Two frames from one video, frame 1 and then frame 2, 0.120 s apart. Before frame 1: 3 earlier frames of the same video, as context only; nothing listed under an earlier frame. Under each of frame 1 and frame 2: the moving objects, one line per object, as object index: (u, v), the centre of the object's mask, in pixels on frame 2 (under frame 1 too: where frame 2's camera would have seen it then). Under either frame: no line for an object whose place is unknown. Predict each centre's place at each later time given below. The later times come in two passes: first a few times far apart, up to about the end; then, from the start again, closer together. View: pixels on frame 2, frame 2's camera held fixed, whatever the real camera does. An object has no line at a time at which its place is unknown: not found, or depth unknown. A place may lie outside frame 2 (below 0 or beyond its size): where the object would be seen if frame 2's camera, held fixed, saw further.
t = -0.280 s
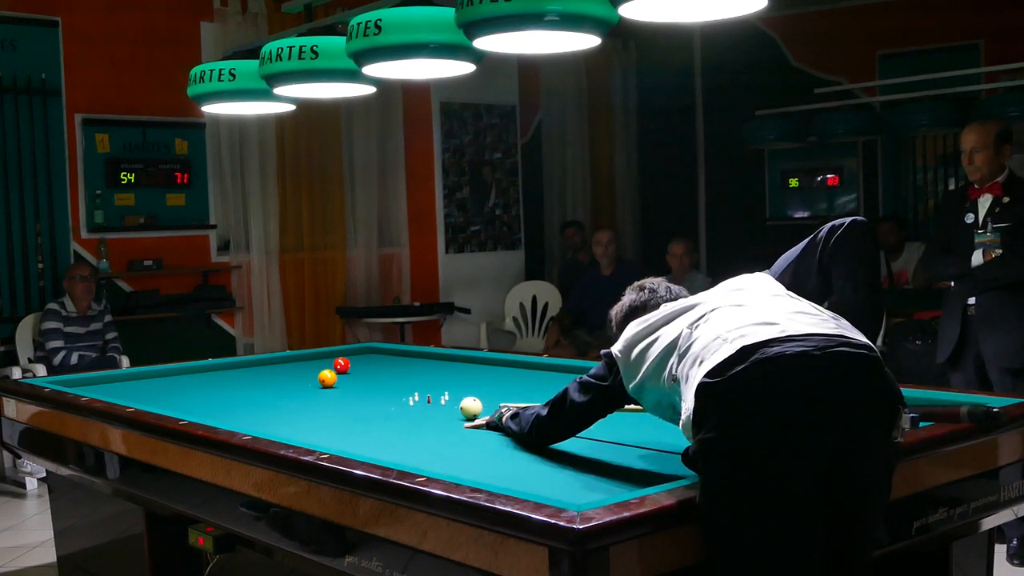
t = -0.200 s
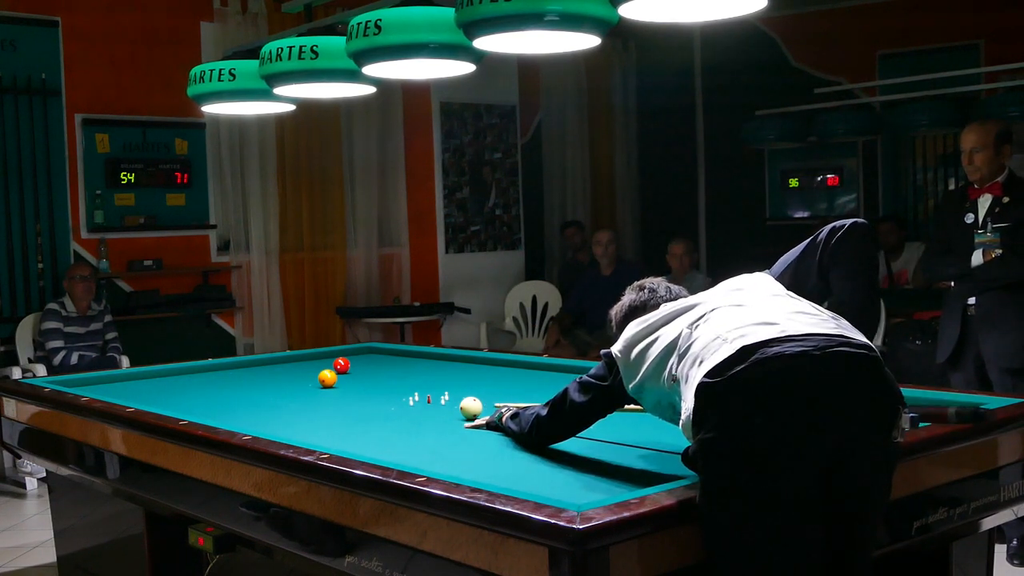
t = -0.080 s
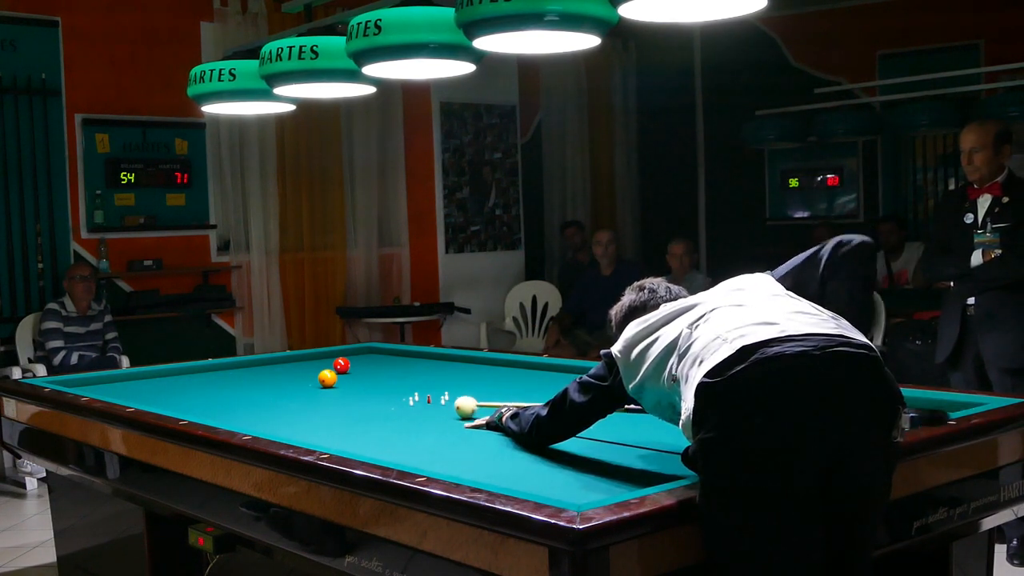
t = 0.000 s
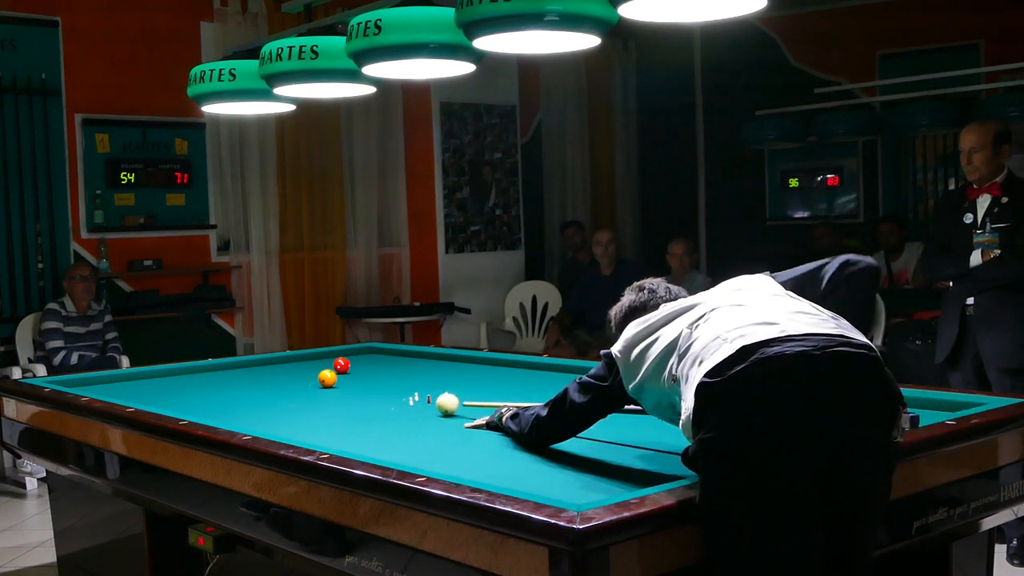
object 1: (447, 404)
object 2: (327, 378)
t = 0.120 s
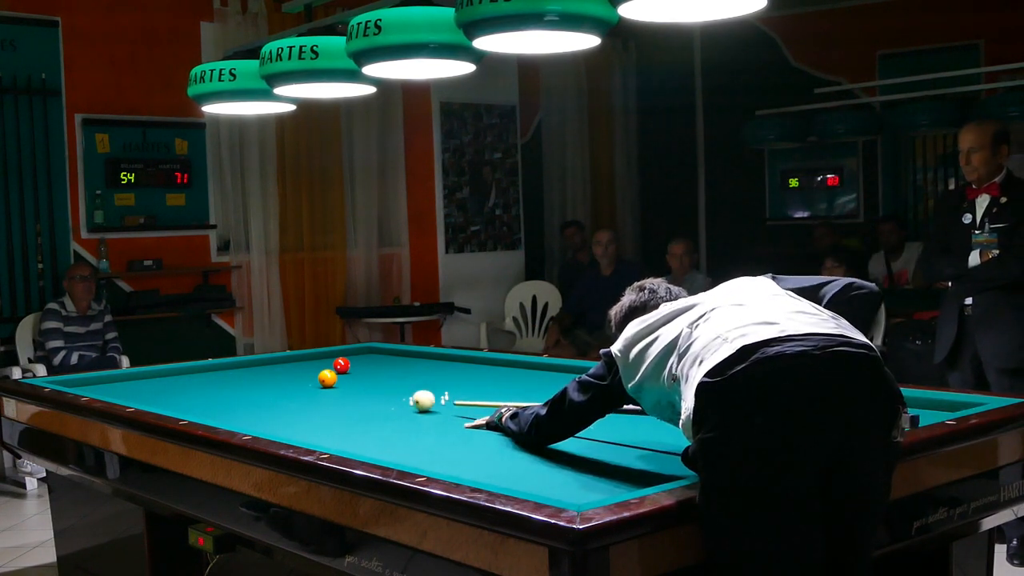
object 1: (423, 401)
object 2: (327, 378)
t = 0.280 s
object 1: (394, 396)
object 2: (327, 378)
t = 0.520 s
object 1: (353, 390)
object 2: (327, 378)
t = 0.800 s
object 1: (311, 383)
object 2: (328, 378)
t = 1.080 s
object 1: (273, 378)
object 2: (327, 378)
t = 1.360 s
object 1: (239, 373)
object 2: (327, 378)
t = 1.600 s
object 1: (213, 369)
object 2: (327, 378)
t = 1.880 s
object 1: (208, 367)
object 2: (327, 378)
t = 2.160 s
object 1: (231, 369)
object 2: (327, 378)
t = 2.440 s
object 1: (254, 371)
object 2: (327, 378)
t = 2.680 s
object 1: (274, 372)
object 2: (327, 378)
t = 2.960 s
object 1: (297, 374)
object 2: (327, 378)
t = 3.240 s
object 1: (317, 374)
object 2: (327, 378)
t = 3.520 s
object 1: (341, 373)
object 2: (332, 380)
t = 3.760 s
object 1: (353, 375)
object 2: (337, 381)
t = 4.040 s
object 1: (366, 375)
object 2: (343, 383)
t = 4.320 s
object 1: (380, 374)
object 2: (348, 385)
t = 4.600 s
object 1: (393, 374)
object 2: (353, 386)
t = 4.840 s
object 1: (403, 373)
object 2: (357, 388)
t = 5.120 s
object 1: (414, 373)
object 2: (361, 389)
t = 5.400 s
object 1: (424, 373)
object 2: (365, 391)
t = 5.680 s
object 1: (432, 372)
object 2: (369, 392)
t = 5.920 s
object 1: (439, 372)
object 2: (372, 393)
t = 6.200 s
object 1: (446, 372)
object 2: (375, 394)
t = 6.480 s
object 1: (451, 371)
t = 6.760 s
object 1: (453, 373)
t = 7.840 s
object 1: (465, 371)
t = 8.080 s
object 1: (465, 371)
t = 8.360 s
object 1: (465, 371)
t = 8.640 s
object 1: (465, 371)
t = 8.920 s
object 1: (465, 371)
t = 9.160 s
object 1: (465, 371)
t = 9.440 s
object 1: (465, 371)
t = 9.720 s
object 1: (465, 371)
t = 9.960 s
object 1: (463, 371)
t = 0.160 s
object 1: (416, 399)
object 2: (327, 378)
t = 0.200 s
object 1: (408, 398)
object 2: (327, 378)
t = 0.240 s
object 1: (401, 397)
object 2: (327, 378)
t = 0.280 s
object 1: (394, 396)
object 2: (327, 378)
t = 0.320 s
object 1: (386, 395)
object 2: (327, 378)
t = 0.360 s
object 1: (379, 394)
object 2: (327, 378)
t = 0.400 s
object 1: (373, 393)
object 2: (327, 378)
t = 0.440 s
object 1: (366, 392)
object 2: (327, 378)
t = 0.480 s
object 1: (359, 391)
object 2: (327, 378)
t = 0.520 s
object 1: (353, 390)
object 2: (327, 378)
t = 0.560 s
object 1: (346, 389)
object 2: (327, 378)
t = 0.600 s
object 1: (340, 388)
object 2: (327, 378)
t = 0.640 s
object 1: (334, 387)
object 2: (326, 376)
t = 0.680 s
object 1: (328, 386)
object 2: (327, 374)
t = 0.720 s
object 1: (322, 385)
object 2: (329, 375)
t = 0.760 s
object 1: (316, 384)
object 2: (329, 377)
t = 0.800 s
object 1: (311, 383)
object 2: (328, 378)
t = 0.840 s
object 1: (305, 382)
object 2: (327, 378)
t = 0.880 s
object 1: (299, 382)
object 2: (327, 378)
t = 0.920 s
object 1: (294, 381)
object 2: (327, 378)
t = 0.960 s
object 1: (289, 380)
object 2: (327, 378)
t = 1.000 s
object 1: (283, 379)
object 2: (327, 378)
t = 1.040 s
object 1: (278, 378)
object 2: (327, 378)
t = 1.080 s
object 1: (273, 378)
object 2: (327, 378)
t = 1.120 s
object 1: (268, 377)
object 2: (327, 378)
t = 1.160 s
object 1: (263, 376)
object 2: (327, 378)
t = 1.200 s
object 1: (258, 375)
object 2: (327, 378)
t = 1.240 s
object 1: (253, 375)
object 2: (327, 378)
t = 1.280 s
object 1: (249, 374)
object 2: (327, 378)
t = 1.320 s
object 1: (244, 373)
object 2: (327, 378)
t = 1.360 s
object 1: (239, 373)
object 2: (327, 378)
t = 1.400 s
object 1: (235, 372)
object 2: (327, 378)
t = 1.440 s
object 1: (231, 371)
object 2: (327, 378)
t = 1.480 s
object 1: (226, 371)
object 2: (327, 378)
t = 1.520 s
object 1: (222, 370)
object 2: (327, 378)
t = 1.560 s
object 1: (217, 370)
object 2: (327, 378)
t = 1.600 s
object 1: (213, 369)
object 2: (327, 378)
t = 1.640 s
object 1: (209, 368)
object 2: (327, 378)
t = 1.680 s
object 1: (205, 367)
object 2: (327, 378)
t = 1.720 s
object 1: (201, 367)
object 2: (327, 378)
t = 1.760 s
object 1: (197, 367)
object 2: (327, 378)
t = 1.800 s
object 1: (200, 366)
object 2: (327, 378)
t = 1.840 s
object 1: (204, 367)
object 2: (327, 378)
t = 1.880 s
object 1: (208, 367)
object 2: (327, 378)
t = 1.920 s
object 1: (211, 367)
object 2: (327, 378)
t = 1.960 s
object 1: (214, 368)
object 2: (327, 378)
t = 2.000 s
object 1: (218, 368)
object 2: (327, 378)
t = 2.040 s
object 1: (221, 368)
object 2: (327, 378)
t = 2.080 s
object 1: (224, 369)
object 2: (327, 378)
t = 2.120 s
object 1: (228, 369)
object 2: (327, 378)
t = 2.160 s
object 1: (231, 369)
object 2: (327, 378)
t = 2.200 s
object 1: (234, 369)
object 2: (327, 378)
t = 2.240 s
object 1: (238, 369)
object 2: (327, 378)
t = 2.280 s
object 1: (241, 370)
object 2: (327, 378)
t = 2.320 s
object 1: (244, 370)
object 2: (327, 378)
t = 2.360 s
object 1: (248, 370)
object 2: (327, 378)
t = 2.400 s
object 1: (251, 370)
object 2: (327, 378)
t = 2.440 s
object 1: (254, 371)
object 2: (327, 378)
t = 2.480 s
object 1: (257, 371)
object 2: (327, 378)
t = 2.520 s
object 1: (261, 371)
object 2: (327, 378)
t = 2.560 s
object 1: (264, 371)
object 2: (327, 378)
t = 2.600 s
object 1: (267, 372)
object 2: (327, 378)
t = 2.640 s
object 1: (271, 372)
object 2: (327, 378)
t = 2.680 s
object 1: (274, 372)
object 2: (327, 378)
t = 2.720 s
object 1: (277, 372)
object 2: (327, 378)
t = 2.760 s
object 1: (281, 373)
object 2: (327, 378)
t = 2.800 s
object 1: (284, 373)
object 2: (327, 378)
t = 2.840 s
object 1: (287, 373)
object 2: (327, 378)
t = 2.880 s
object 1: (291, 374)
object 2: (327, 378)
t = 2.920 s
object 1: (294, 374)
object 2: (327, 378)
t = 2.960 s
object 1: (297, 374)
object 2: (327, 378)
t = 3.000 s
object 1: (301, 374)
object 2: (327, 378)
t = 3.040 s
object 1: (304, 375)
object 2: (327, 378)
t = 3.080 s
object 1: (308, 375)
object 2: (327, 378)
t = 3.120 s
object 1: (311, 375)
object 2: (328, 378)
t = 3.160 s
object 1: (313, 375)
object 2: (328, 378)
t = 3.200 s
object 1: (315, 375)
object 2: (327, 378)
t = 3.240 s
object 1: (317, 374)
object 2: (327, 378)
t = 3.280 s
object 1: (320, 373)
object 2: (328, 379)
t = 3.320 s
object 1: (323, 371)
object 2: (328, 379)
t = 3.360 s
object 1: (326, 370)
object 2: (329, 379)
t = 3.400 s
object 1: (332, 370)
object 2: (330, 379)
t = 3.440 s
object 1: (336, 372)
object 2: (331, 380)
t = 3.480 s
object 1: (339, 372)
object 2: (332, 380)
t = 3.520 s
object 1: (341, 373)
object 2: (332, 380)
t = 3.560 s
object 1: (343, 373)
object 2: (333, 380)
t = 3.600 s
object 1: (345, 374)
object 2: (334, 380)
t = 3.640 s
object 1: (347, 374)
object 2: (335, 381)
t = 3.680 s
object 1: (349, 375)
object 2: (335, 381)
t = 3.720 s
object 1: (351, 375)
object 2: (336, 381)
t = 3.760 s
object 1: (353, 375)
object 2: (337, 381)
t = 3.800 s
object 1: (354, 375)
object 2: (338, 382)
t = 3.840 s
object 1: (356, 375)
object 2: (339, 382)
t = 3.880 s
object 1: (358, 375)
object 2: (340, 382)
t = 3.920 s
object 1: (360, 375)
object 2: (340, 382)
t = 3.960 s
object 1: (362, 375)
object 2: (341, 383)
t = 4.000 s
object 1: (364, 375)
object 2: (342, 383)
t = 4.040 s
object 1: (366, 375)
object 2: (343, 383)
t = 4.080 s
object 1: (368, 374)
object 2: (343, 383)
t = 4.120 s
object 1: (370, 374)
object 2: (344, 384)
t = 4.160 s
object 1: (372, 374)
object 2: (345, 384)
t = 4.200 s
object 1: (374, 374)
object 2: (345, 384)
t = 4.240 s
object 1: (376, 374)
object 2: (346, 384)
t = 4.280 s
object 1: (378, 374)
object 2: (347, 384)
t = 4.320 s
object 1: (380, 374)
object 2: (348, 385)
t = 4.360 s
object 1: (382, 374)
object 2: (349, 385)
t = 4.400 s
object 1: (384, 374)
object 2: (349, 385)
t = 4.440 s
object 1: (386, 374)
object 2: (350, 385)
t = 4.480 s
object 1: (387, 374)
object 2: (351, 386)
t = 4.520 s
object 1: (389, 374)
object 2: (351, 386)
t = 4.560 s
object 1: (391, 374)
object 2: (352, 386)
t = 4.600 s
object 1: (393, 374)
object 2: (353, 386)
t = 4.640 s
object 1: (394, 374)
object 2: (354, 387)
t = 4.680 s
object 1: (396, 374)
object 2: (354, 387)
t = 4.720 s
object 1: (398, 373)
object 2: (355, 387)
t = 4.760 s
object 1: (400, 374)
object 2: (356, 387)
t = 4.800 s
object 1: (401, 374)
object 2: (356, 387)
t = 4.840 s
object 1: (403, 373)
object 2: (357, 388)
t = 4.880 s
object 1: (405, 373)
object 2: (357, 388)
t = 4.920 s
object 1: (406, 373)
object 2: (358, 388)
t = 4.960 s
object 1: (408, 373)
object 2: (359, 388)
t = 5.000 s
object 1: (409, 373)
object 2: (360, 389)
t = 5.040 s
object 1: (411, 373)
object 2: (360, 389)
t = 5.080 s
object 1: (412, 373)
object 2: (361, 389)
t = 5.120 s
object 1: (414, 373)
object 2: (361, 389)
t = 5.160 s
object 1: (415, 373)
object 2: (362, 389)
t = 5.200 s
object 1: (417, 373)
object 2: (363, 390)
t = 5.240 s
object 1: (418, 373)
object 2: (363, 390)
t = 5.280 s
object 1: (420, 373)
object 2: (364, 390)
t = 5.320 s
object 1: (421, 373)
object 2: (364, 390)
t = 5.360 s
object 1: (422, 373)
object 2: (365, 390)
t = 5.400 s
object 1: (424, 373)
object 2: (365, 391)
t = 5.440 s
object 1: (425, 373)
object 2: (366, 391)
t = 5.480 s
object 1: (426, 373)
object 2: (366, 391)
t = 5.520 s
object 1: (427, 373)
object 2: (367, 391)
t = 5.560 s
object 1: (429, 372)
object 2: (368, 391)
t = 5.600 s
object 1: (430, 373)
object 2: (368, 392)
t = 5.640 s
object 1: (431, 372)
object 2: (369, 392)
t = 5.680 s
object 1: (432, 372)
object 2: (369, 392)
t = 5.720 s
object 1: (433, 372)
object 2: (370, 392)
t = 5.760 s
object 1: (435, 372)
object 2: (370, 392)
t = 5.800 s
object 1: (436, 372)
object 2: (371, 392)
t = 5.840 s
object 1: (437, 372)
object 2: (371, 393)
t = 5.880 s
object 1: (438, 372)
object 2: (371, 393)
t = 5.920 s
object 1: (439, 372)
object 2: (372, 393)
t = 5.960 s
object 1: (440, 372)
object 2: (373, 393)
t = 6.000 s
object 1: (441, 372)
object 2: (373, 393)
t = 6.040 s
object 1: (442, 372)
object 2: (373, 393)
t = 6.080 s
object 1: (443, 372)
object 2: (374, 394)
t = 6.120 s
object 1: (444, 372)
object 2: (374, 394)
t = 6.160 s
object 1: (445, 372)
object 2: (375, 394)
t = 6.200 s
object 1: (446, 372)
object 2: (375, 394)
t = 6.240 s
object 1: (446, 372)
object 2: (376, 394)
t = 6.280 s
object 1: (447, 372)
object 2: (376, 394)
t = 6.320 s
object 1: (448, 372)
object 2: (376, 394)
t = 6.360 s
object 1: (449, 372)
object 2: (377, 395)
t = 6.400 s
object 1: (450, 371)
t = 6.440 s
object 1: (451, 372)
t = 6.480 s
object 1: (451, 371)
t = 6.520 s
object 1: (452, 371)
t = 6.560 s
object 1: (453, 371)
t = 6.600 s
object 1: (453, 371)
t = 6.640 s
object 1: (454, 371)
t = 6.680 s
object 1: (455, 371)
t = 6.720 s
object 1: (455, 371)
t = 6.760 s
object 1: (453, 373)
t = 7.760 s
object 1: (465, 371)
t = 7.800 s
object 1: (465, 371)
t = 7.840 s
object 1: (465, 371)
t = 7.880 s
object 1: (465, 371)
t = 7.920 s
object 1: (465, 371)
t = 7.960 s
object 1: (465, 371)
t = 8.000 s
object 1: (465, 371)
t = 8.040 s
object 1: (465, 371)
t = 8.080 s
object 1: (465, 371)
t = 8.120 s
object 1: (465, 371)
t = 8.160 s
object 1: (465, 371)
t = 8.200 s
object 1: (465, 371)
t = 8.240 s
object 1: (465, 371)
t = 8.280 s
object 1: (465, 371)
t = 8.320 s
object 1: (465, 371)
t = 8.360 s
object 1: (465, 371)
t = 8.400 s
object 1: (465, 371)
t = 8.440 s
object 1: (465, 371)
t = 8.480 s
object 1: (465, 371)
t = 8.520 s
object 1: (465, 371)
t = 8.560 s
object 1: (465, 371)
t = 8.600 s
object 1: (465, 371)
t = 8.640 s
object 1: (465, 371)
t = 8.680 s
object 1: (465, 371)
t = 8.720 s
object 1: (465, 371)
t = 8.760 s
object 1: (465, 371)
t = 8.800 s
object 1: (465, 371)
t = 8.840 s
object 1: (465, 371)
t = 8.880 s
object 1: (465, 371)
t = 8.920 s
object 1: (465, 371)
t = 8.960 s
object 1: (465, 371)
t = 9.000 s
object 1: (465, 371)
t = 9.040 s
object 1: (465, 371)
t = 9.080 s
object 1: (465, 371)
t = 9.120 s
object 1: (465, 371)
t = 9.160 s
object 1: (465, 371)
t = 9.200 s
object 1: (465, 371)
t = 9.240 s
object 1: (465, 371)
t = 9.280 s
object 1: (465, 371)
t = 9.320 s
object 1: (465, 371)
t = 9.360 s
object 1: (465, 371)
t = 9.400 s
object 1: (465, 371)
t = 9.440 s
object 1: (465, 371)
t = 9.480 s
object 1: (465, 371)
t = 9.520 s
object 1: (465, 371)
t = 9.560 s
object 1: (465, 371)
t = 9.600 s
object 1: (465, 371)
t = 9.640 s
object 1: (465, 371)
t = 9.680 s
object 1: (465, 371)
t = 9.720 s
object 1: (465, 371)
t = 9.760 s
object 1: (465, 371)
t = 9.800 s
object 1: (465, 371)
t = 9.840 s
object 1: (465, 371)
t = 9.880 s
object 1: (465, 371)
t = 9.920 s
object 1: (465, 371)
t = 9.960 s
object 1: (463, 371)
